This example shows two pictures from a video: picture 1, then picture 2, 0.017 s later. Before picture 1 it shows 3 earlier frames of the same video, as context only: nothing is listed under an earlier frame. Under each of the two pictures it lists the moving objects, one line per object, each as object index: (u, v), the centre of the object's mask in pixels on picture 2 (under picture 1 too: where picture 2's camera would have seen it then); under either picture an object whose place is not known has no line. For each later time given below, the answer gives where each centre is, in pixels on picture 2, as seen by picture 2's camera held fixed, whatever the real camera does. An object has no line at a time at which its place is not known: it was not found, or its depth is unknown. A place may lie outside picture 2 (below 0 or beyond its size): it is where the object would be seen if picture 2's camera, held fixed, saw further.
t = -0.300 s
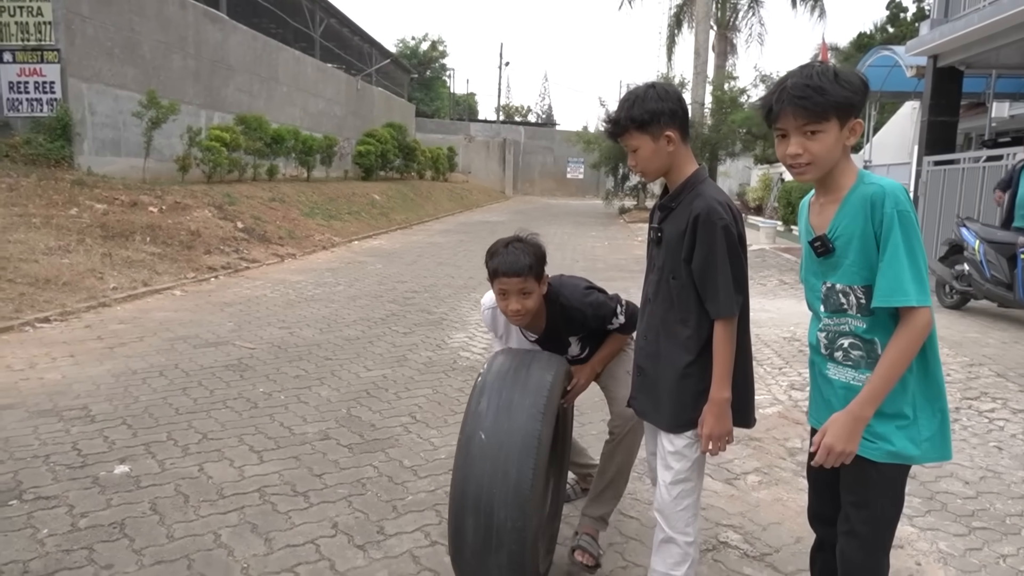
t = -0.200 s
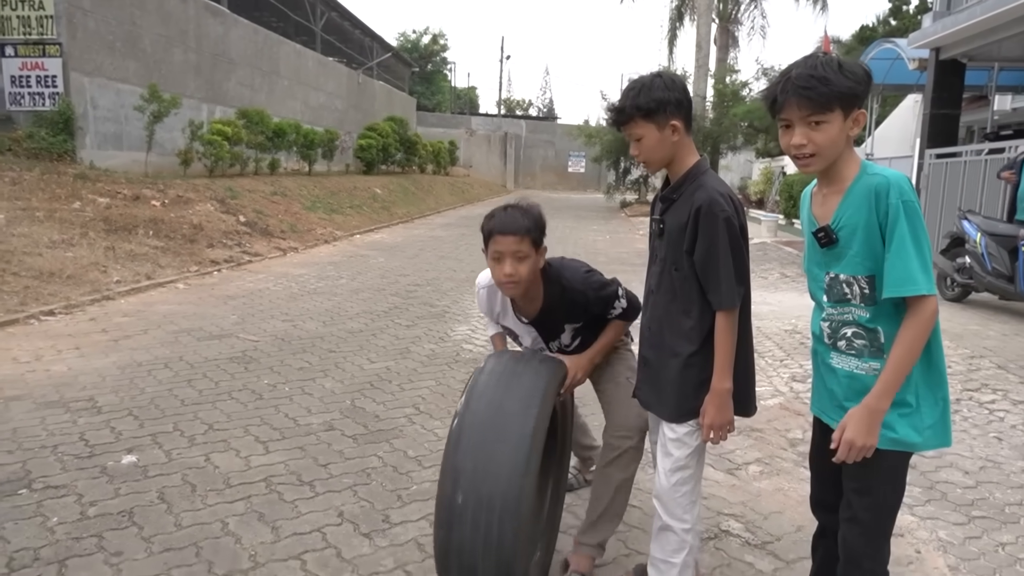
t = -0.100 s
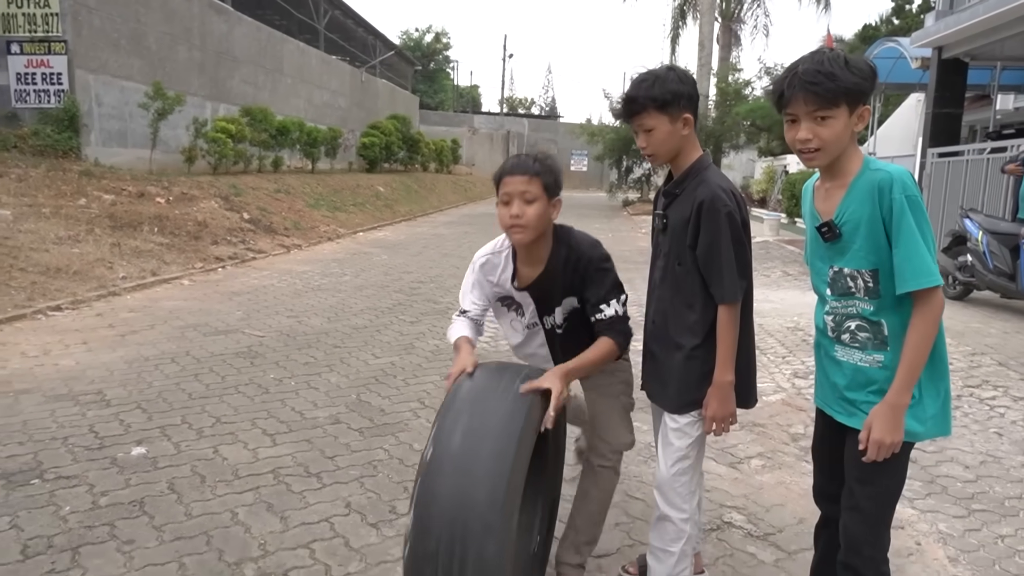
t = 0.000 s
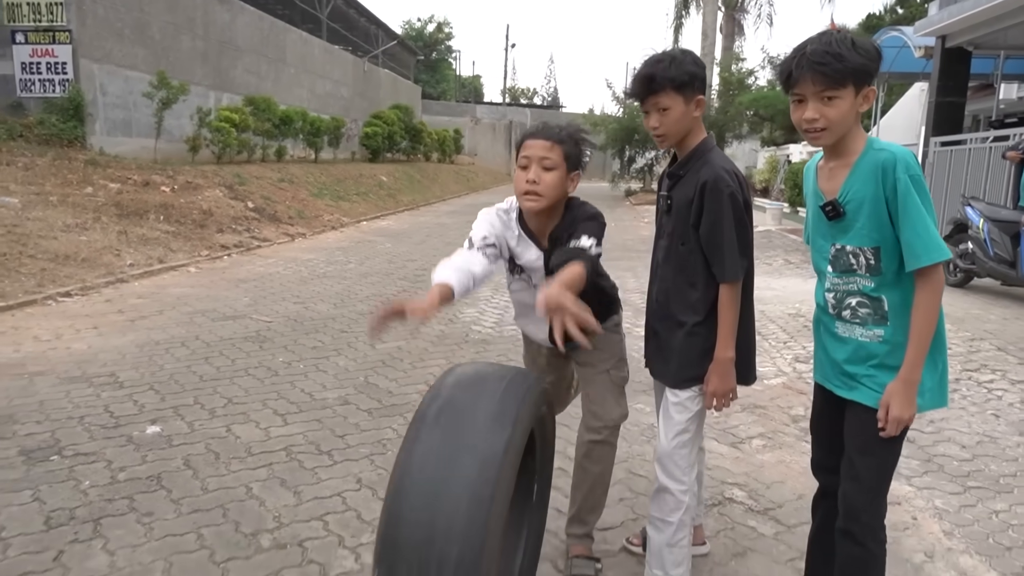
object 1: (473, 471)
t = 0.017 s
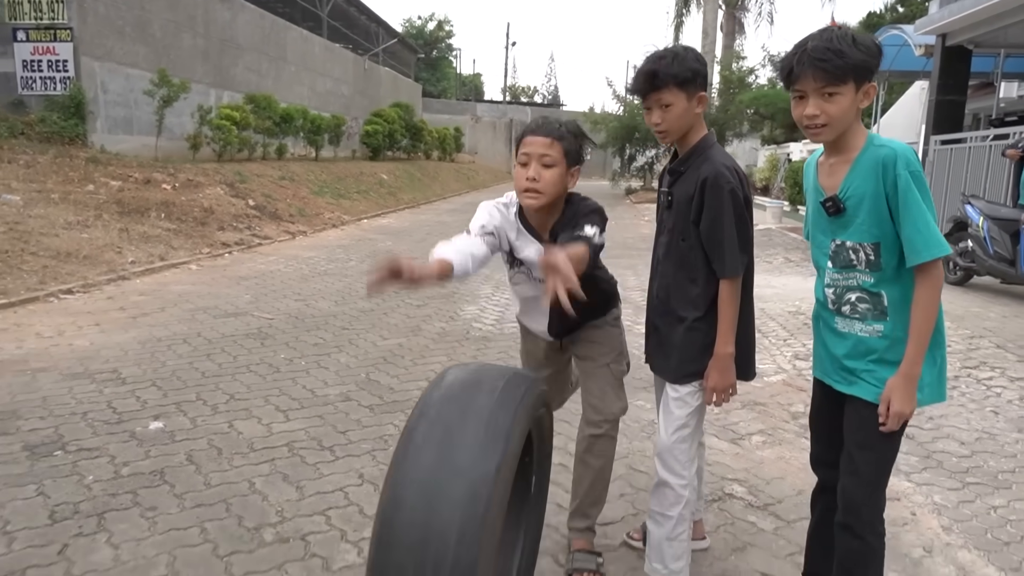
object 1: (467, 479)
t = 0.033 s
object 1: (461, 486)
